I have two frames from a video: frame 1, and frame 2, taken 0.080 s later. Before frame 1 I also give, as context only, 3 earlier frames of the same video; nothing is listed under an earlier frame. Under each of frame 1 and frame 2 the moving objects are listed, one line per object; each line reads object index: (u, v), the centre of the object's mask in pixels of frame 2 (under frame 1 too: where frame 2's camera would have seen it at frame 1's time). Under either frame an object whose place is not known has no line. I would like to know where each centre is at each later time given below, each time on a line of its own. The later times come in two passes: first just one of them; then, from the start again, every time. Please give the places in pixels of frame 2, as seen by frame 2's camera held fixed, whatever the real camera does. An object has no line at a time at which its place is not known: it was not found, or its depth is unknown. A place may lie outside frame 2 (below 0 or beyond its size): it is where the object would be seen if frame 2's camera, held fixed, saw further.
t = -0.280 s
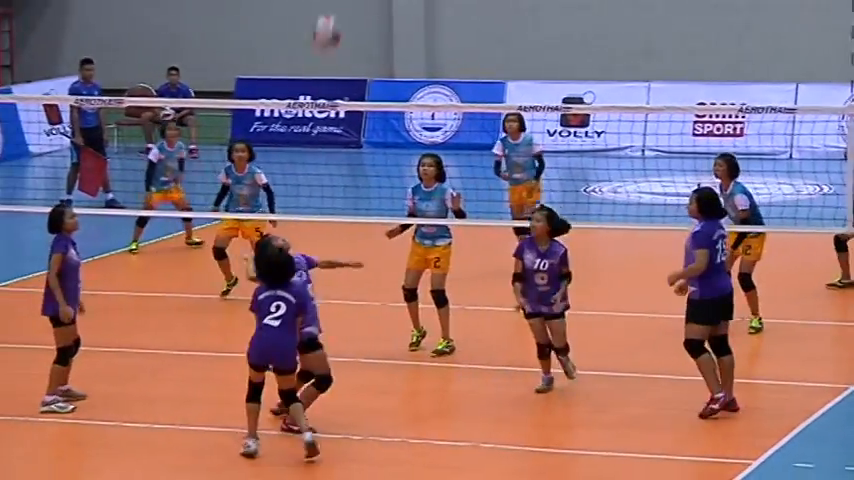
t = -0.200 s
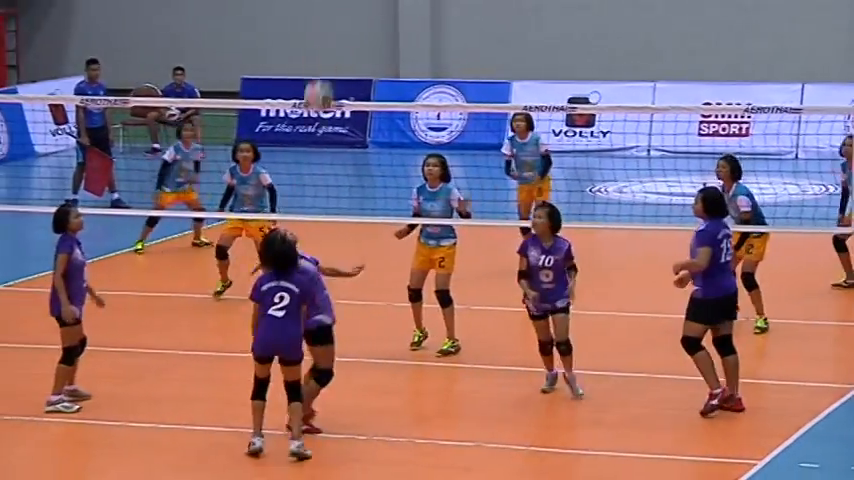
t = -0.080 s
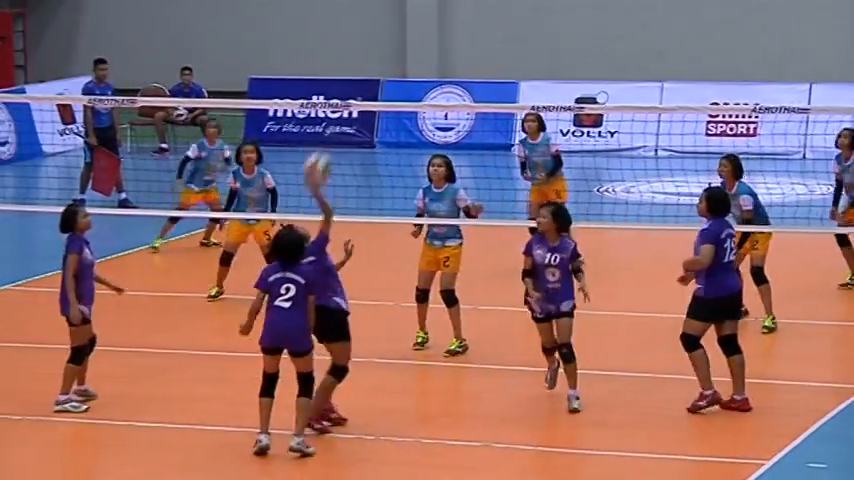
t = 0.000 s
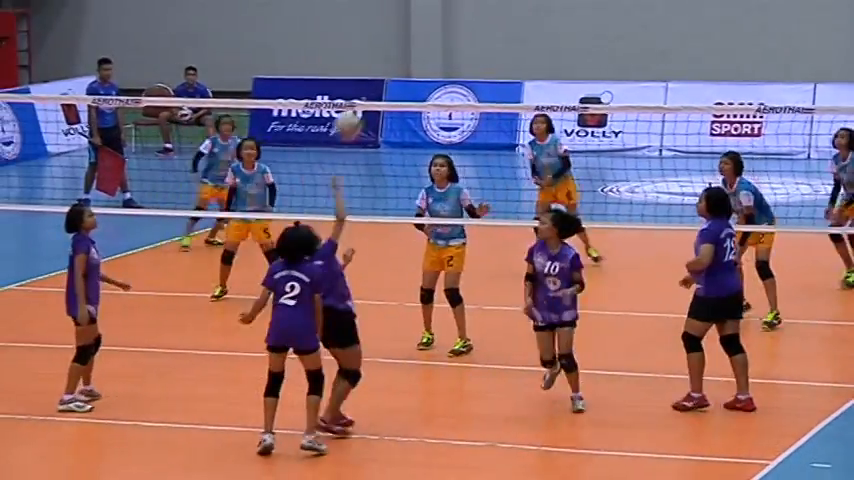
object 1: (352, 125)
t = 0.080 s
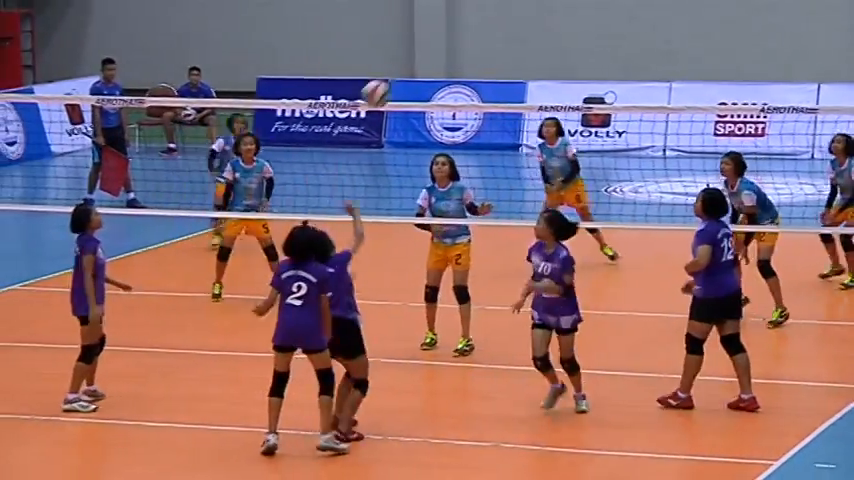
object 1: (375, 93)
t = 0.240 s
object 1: (417, 62)
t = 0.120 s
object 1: (385, 82)
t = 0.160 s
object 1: (397, 71)
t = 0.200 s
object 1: (407, 66)
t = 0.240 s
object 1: (417, 62)
